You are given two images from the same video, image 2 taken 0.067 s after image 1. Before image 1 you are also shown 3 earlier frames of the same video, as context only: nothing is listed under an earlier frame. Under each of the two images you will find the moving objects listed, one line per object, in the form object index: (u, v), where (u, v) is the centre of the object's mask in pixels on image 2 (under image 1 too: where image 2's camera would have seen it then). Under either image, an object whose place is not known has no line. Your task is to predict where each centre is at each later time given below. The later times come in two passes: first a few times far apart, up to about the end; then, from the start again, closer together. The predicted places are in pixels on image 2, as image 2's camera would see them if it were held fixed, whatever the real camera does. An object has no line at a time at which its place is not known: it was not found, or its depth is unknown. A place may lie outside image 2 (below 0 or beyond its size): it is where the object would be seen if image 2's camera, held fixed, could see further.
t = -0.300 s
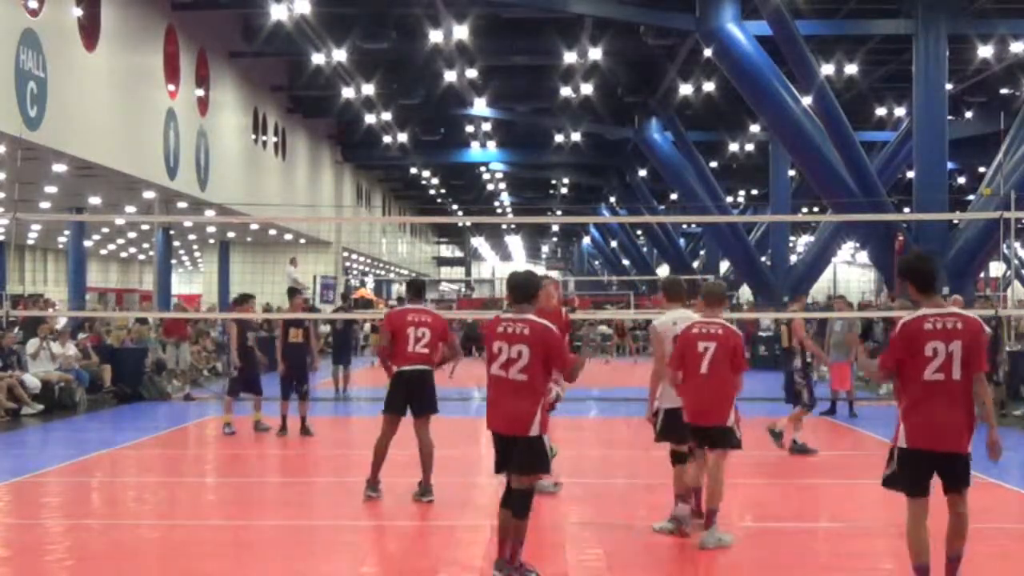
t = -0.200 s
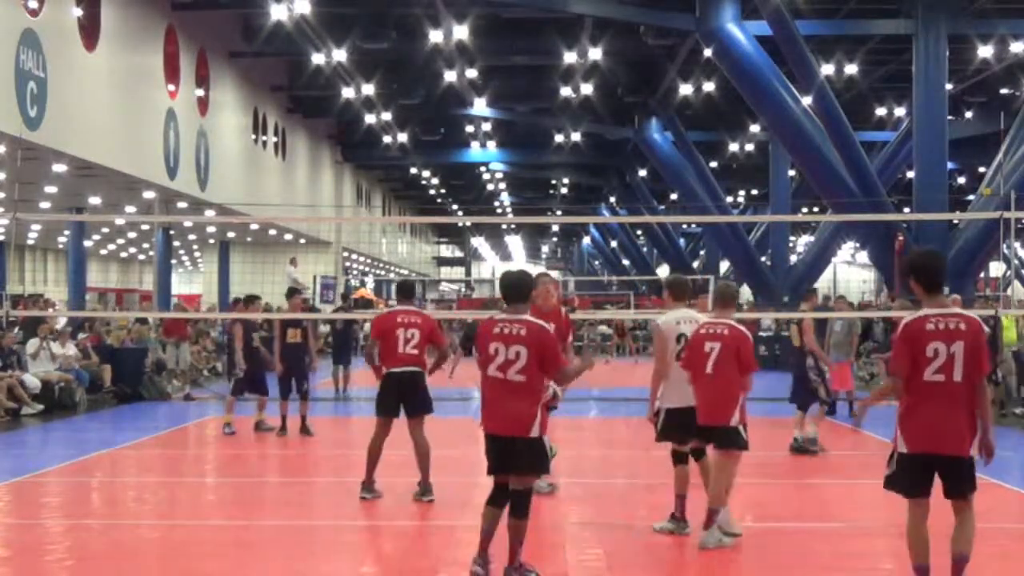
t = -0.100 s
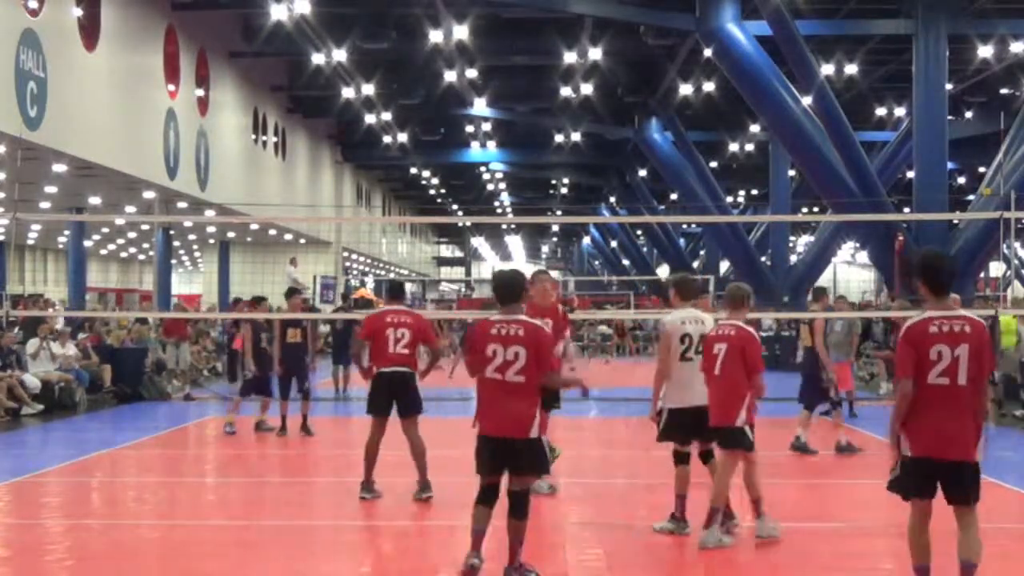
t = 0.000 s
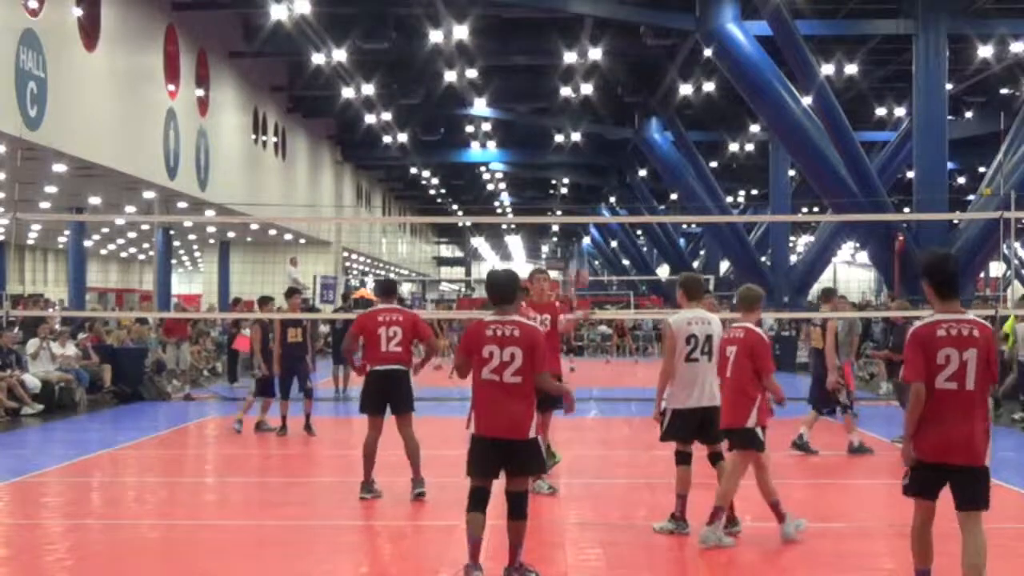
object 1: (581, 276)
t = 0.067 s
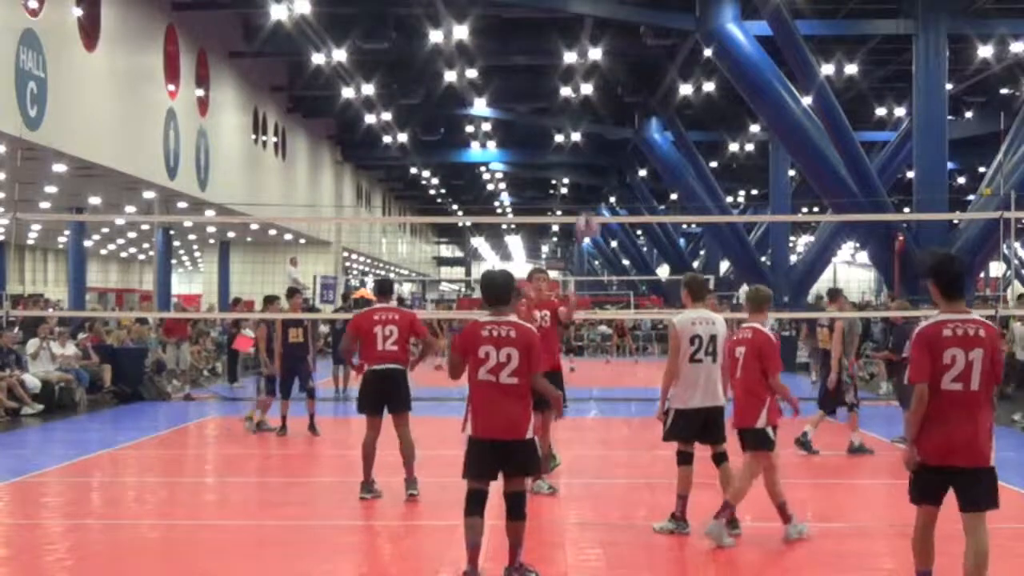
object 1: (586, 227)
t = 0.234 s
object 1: (611, 125)
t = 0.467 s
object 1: (646, 36)
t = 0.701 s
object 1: (686, 15)
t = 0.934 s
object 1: (735, 89)
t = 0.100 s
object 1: (592, 202)
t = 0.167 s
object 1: (602, 163)
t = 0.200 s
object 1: (606, 143)
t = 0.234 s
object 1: (611, 125)
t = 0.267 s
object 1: (615, 110)
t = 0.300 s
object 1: (621, 94)
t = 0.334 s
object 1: (626, 80)
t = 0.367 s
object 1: (630, 67)
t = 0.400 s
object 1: (636, 55)
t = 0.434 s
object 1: (641, 45)
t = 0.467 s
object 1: (646, 36)
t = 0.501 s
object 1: (652, 29)
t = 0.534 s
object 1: (657, 22)
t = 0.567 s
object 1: (663, 17)
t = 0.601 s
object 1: (668, 15)
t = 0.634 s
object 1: (674, 14)
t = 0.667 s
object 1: (681, 15)
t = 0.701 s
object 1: (686, 15)
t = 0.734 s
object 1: (692, 19)
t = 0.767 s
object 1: (699, 25)
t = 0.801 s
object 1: (706, 32)
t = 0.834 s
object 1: (712, 44)
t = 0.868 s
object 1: (720, 56)
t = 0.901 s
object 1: (728, 70)
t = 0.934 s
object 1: (735, 89)
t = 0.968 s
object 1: (741, 106)
